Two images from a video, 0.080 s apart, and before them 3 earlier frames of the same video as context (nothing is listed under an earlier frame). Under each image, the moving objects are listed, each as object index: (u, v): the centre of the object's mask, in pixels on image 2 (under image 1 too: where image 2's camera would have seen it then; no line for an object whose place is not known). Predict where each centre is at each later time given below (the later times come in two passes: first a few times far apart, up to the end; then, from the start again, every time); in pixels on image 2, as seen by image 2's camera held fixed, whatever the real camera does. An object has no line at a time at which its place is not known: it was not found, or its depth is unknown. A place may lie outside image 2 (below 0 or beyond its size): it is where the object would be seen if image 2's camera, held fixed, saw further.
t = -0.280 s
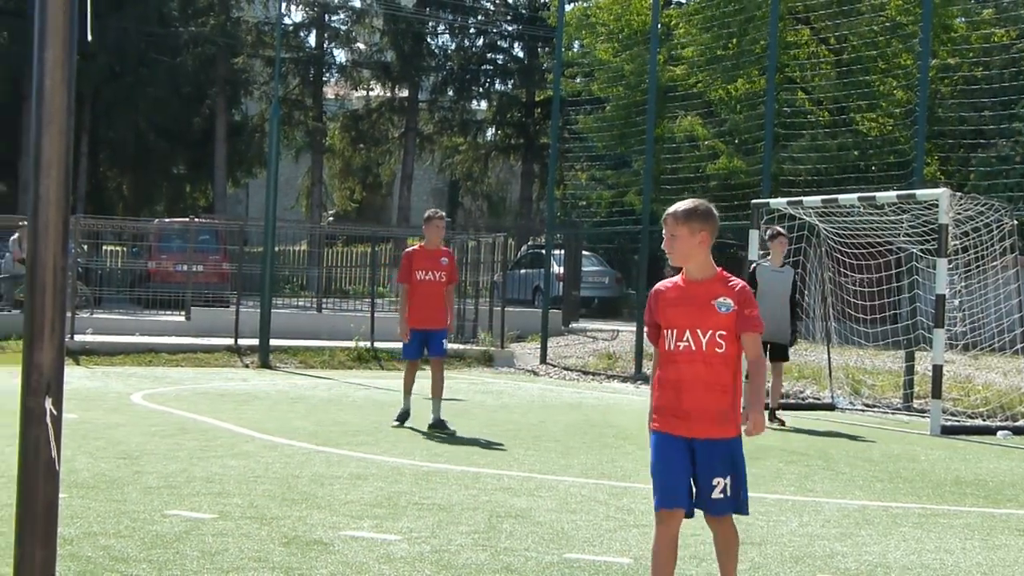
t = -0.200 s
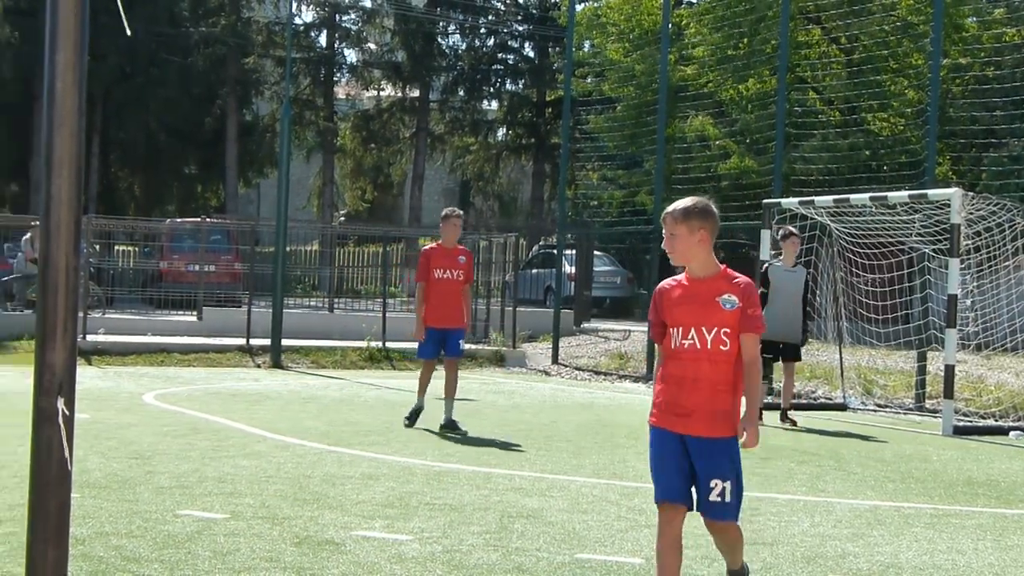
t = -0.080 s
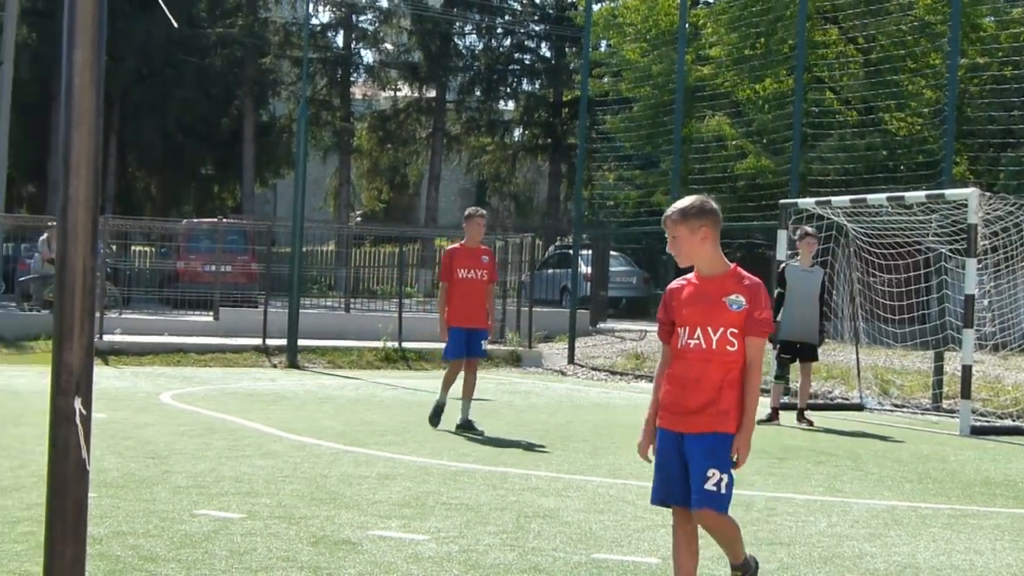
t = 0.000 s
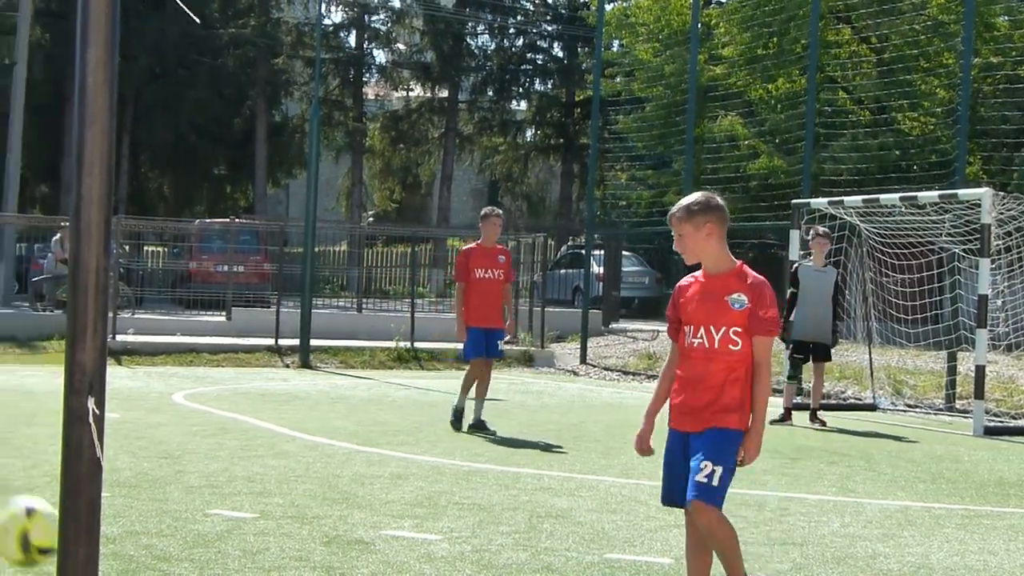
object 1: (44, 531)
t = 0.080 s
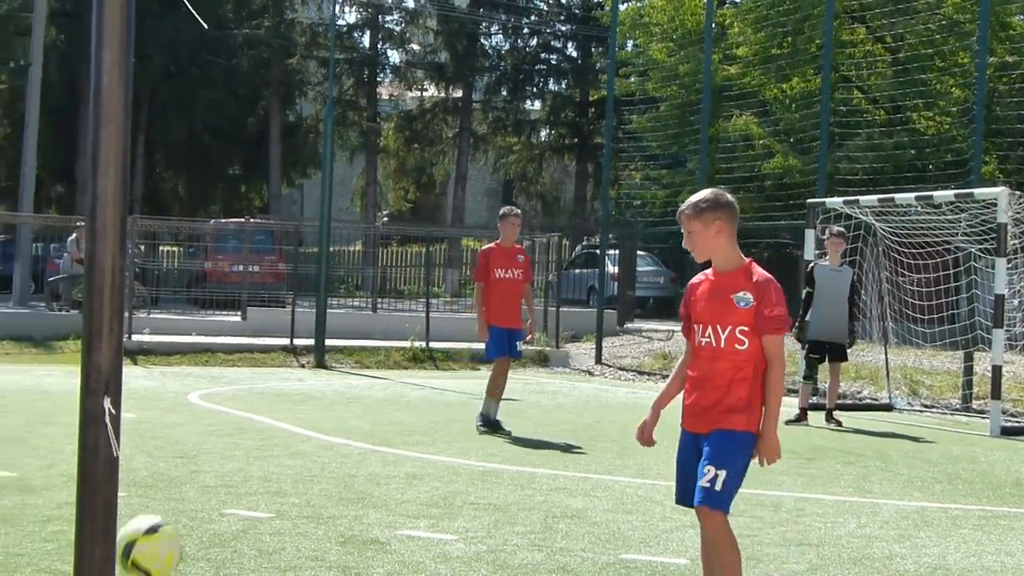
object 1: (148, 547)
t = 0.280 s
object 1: (302, 352)
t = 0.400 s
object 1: (393, 291)
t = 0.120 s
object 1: (181, 499)
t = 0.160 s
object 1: (211, 456)
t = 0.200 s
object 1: (241, 418)
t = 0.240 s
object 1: (273, 382)
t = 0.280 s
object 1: (302, 352)
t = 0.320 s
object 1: (332, 327)
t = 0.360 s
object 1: (363, 305)
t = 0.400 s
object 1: (393, 291)
